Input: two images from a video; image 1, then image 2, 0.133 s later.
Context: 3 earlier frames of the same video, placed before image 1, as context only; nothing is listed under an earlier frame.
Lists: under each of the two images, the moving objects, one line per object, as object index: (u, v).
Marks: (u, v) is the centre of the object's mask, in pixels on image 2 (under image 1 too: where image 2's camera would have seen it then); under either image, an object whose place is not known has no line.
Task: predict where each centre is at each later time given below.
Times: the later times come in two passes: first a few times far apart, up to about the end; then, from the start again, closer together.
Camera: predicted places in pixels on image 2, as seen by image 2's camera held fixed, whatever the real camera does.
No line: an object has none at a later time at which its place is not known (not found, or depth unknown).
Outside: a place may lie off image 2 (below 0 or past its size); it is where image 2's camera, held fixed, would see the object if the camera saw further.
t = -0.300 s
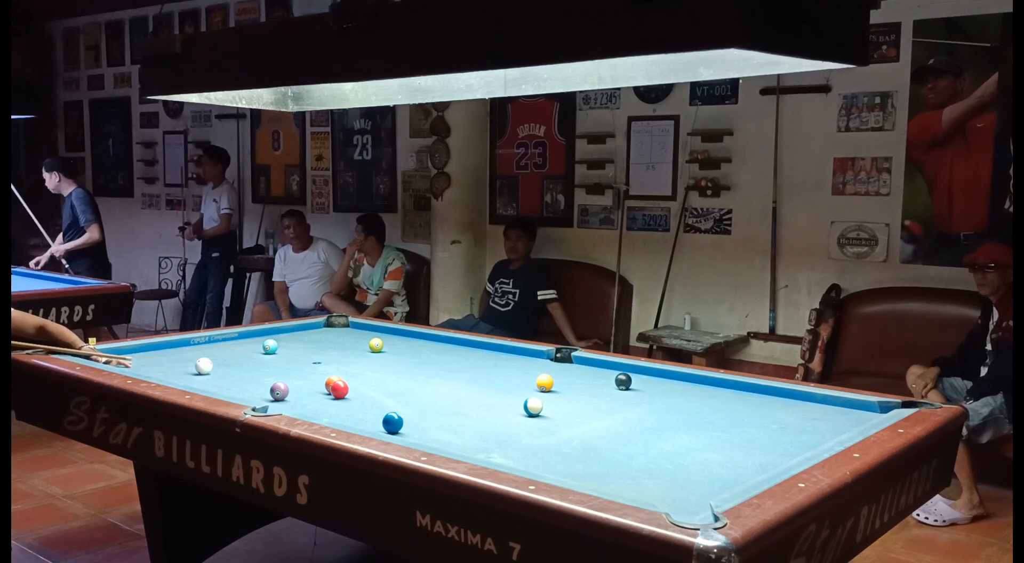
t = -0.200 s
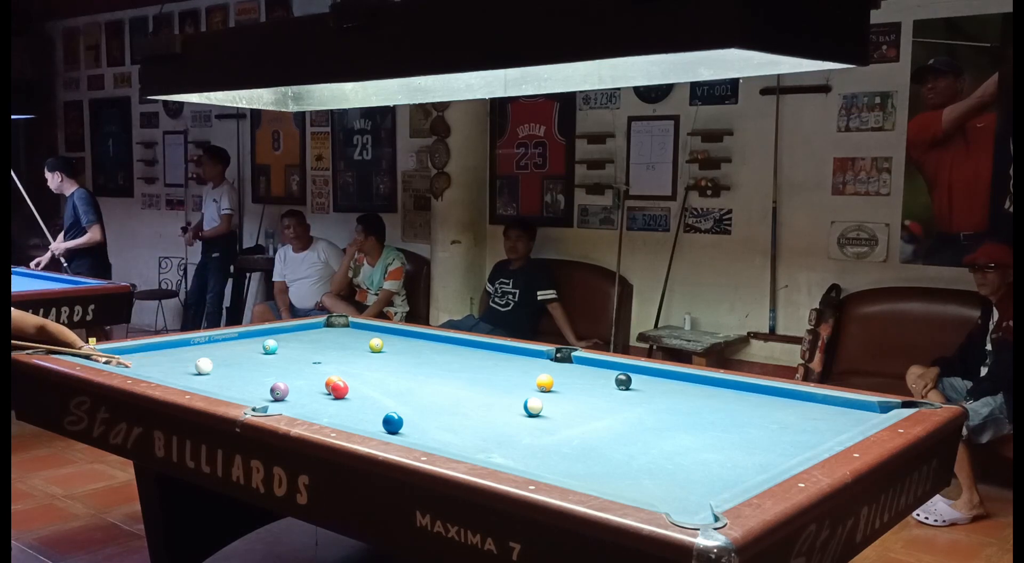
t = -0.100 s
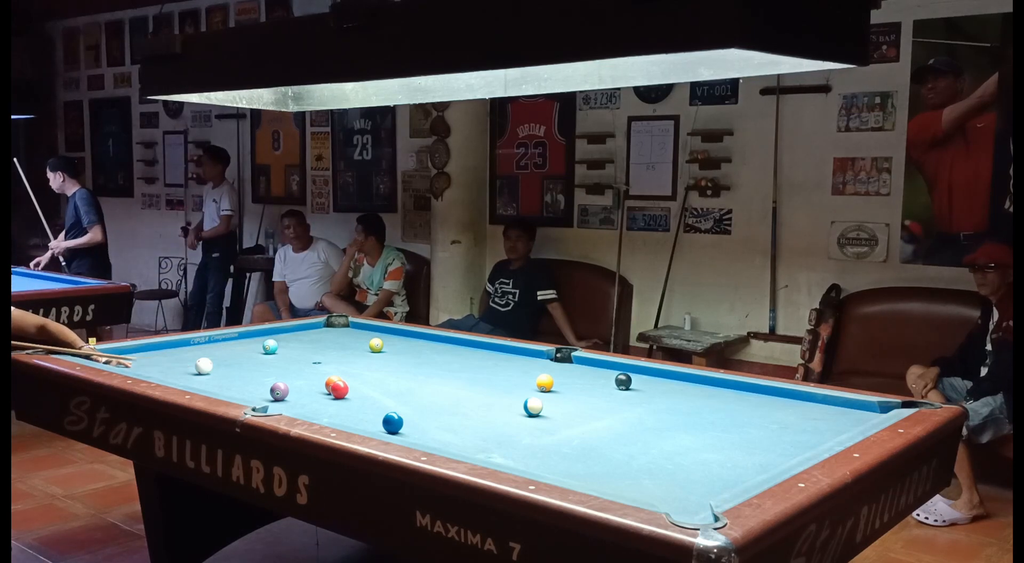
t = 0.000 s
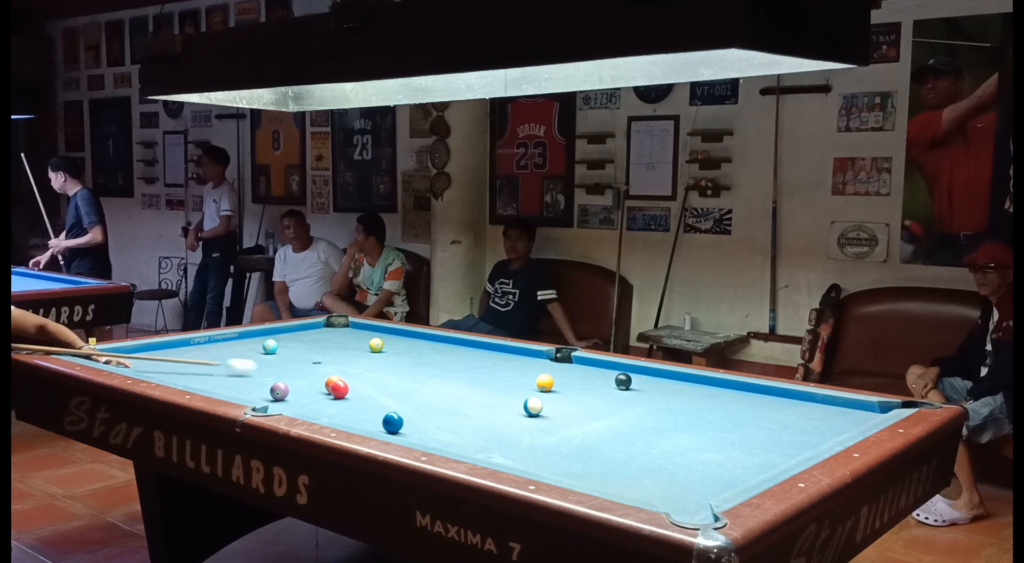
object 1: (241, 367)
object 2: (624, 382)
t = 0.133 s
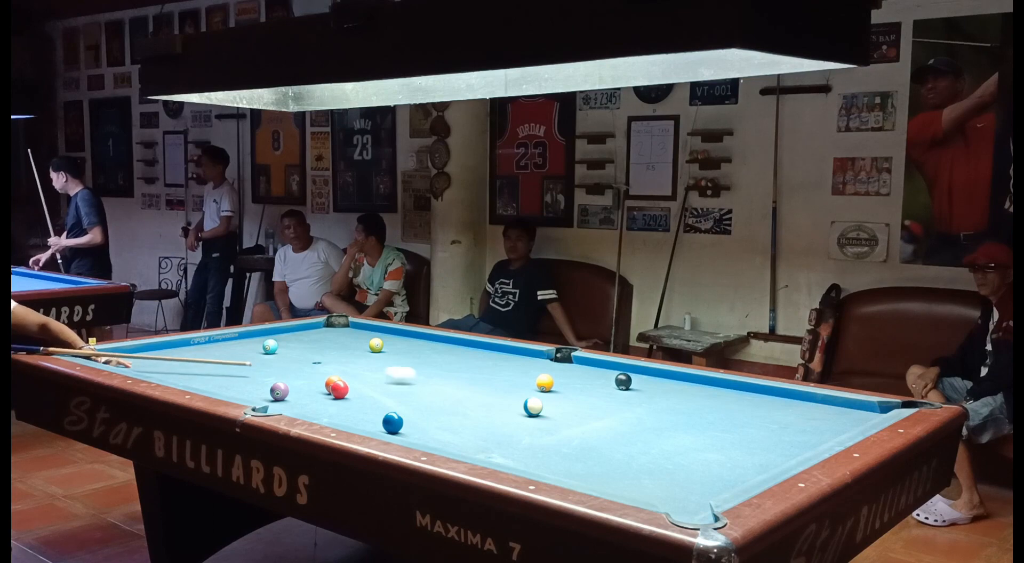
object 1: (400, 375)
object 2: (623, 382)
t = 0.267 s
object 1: (530, 381)
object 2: (624, 382)
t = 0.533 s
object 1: (588, 379)
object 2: (624, 382)
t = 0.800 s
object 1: (635, 374)
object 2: (664, 387)
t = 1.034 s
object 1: (654, 373)
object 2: (706, 392)
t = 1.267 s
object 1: (651, 378)
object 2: (748, 397)
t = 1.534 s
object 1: (648, 384)
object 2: (795, 403)
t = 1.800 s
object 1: (645, 389)
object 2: (841, 408)
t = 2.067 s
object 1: (642, 394)
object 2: (882, 410)
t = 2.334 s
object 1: (638, 398)
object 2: (868, 409)
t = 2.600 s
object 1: (635, 402)
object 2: (854, 405)
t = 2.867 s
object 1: (632, 406)
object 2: (842, 402)
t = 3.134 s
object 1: (629, 409)
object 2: (833, 401)
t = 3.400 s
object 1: (627, 411)
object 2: (828, 401)
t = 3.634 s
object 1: (625, 413)
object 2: (824, 401)
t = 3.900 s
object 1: (622, 414)
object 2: (822, 401)
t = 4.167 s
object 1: (620, 415)
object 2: (822, 400)
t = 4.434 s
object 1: (620, 416)
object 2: (822, 401)
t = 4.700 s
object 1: (619, 416)
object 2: (822, 400)
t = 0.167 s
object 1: (440, 377)
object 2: (623, 382)
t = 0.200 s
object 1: (480, 379)
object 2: (623, 382)
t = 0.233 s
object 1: (520, 380)
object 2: (624, 382)
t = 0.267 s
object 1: (530, 381)
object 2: (624, 382)
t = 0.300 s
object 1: (533, 381)
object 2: (625, 377)
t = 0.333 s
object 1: (537, 380)
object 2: (624, 382)
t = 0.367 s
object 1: (542, 380)
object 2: (624, 382)
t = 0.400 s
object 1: (549, 379)
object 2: (624, 382)
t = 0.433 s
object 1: (558, 379)
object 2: (624, 382)
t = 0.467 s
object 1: (567, 379)
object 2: (624, 382)
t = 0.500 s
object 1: (577, 379)
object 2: (624, 382)
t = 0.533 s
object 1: (588, 379)
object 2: (624, 382)
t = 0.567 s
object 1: (599, 379)
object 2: (624, 382)
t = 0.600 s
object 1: (608, 379)
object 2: (626, 382)
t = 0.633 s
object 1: (612, 378)
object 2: (633, 383)
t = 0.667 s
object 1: (616, 377)
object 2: (640, 384)
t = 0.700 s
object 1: (621, 377)
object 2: (646, 385)
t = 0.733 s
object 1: (626, 376)
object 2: (652, 385)
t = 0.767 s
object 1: (631, 375)
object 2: (658, 386)
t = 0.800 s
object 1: (635, 374)
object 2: (664, 387)
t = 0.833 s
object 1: (640, 374)
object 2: (670, 388)
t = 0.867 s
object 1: (645, 373)
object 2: (676, 388)
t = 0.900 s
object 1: (649, 373)
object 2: (682, 389)
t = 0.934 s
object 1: (654, 372)
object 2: (688, 390)
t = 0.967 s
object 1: (655, 372)
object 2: (694, 391)
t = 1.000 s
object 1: (654, 373)
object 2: (700, 391)
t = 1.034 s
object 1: (654, 373)
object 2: (706, 392)
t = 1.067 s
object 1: (654, 374)
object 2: (712, 392)
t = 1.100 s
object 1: (653, 375)
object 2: (718, 393)
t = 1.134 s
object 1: (653, 376)
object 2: (724, 394)
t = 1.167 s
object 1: (653, 376)
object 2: (730, 395)
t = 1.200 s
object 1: (652, 377)
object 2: (736, 396)
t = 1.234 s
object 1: (652, 378)
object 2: (742, 396)
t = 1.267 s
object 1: (651, 378)
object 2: (748, 397)
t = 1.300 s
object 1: (651, 379)
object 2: (754, 398)
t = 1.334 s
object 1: (651, 380)
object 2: (759, 398)
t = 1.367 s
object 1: (650, 380)
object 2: (765, 399)
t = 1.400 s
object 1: (650, 381)
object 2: (771, 400)
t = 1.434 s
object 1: (650, 382)
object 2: (777, 401)
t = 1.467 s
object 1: (649, 382)
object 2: (783, 401)
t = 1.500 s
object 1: (649, 383)
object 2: (789, 402)
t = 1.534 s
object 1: (648, 384)
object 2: (795, 403)
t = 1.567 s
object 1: (648, 384)
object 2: (800, 403)
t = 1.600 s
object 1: (647, 385)
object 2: (806, 404)
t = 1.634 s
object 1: (647, 385)
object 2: (812, 405)
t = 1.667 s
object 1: (647, 386)
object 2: (818, 406)
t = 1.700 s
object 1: (646, 387)
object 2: (823, 406)
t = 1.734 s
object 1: (646, 388)
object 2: (829, 407)
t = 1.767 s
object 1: (645, 388)
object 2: (836, 408)
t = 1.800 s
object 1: (645, 389)
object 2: (841, 408)
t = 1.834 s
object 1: (644, 390)
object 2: (847, 409)
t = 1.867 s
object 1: (644, 390)
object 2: (852, 410)
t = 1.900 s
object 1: (644, 391)
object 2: (858, 410)
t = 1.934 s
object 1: (643, 391)
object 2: (864, 411)
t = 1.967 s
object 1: (643, 392)
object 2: (869, 411)
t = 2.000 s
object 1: (642, 393)
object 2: (874, 411)
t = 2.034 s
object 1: (642, 393)
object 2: (879, 411)
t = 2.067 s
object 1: (642, 394)
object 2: (882, 410)
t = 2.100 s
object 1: (641, 394)
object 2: (880, 410)
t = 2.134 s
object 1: (641, 395)
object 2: (879, 410)
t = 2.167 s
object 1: (640, 396)
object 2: (877, 410)
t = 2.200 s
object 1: (640, 396)
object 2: (875, 410)
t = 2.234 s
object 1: (639, 397)
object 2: (873, 410)
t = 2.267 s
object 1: (639, 397)
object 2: (872, 410)
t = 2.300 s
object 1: (639, 398)
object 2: (870, 409)
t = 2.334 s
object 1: (638, 398)
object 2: (868, 409)
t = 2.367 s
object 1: (638, 398)
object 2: (866, 408)
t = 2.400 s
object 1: (637, 399)
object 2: (864, 408)
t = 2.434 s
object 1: (637, 400)
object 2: (862, 408)
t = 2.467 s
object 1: (637, 400)
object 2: (861, 407)
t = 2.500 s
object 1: (636, 401)
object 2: (859, 406)
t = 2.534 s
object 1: (636, 401)
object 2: (857, 406)
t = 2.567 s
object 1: (635, 402)
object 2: (856, 406)
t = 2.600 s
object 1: (635, 402)
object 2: (854, 405)
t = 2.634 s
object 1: (634, 403)
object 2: (852, 405)
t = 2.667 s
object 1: (634, 403)
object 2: (851, 404)
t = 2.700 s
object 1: (634, 404)
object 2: (850, 404)
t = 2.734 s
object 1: (633, 404)
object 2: (848, 403)
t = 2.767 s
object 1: (633, 405)
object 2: (847, 403)
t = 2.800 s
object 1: (633, 405)
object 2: (845, 403)
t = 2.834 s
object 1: (632, 406)
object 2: (844, 402)
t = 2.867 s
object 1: (632, 406)
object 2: (842, 402)
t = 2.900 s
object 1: (631, 406)
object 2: (841, 402)
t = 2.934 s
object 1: (631, 407)
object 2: (840, 402)
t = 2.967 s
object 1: (631, 407)
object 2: (839, 402)
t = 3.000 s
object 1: (631, 407)
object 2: (838, 401)
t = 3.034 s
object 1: (630, 408)
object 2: (836, 401)
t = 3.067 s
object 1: (630, 408)
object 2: (835, 401)
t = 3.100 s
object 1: (630, 408)
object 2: (835, 401)
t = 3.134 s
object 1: (629, 409)
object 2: (833, 401)
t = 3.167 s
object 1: (629, 409)
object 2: (832, 401)
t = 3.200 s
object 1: (629, 410)
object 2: (831, 401)
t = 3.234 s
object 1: (628, 410)
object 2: (831, 401)
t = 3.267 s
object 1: (628, 410)
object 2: (830, 401)
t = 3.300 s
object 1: (627, 411)
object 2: (829, 401)
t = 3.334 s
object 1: (627, 411)
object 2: (829, 401)
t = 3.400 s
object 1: (627, 411)
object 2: (828, 401)
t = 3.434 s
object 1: (626, 412)
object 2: (827, 401)
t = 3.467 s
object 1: (626, 412)
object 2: (827, 401)
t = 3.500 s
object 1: (626, 412)
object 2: (826, 401)
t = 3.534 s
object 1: (625, 412)
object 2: (826, 401)
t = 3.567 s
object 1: (625, 413)
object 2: (825, 401)
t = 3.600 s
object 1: (625, 413)
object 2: (825, 401)
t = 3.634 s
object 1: (625, 413)
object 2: (824, 401)
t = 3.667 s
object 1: (624, 413)
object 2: (824, 401)
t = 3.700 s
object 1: (624, 413)
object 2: (824, 401)
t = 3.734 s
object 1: (624, 413)
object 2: (823, 401)
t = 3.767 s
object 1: (624, 414)
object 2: (823, 401)
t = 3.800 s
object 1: (623, 414)
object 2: (823, 401)
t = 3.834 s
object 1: (623, 414)
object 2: (823, 401)
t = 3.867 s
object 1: (622, 414)
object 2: (822, 401)
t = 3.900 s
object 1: (622, 414)
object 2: (822, 401)
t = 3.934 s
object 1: (622, 415)
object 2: (823, 401)
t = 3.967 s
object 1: (622, 415)
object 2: (822, 401)
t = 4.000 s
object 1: (621, 415)
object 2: (823, 401)
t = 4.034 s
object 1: (621, 415)
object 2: (822, 401)
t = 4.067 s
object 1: (621, 415)
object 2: (822, 401)
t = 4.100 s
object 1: (621, 415)
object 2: (822, 400)
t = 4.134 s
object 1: (621, 415)
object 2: (822, 401)
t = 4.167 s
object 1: (620, 415)
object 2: (822, 400)
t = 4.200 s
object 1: (620, 415)
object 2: (822, 401)
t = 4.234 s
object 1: (620, 415)
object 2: (822, 401)
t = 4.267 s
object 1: (620, 415)
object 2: (822, 401)
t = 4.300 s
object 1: (620, 416)
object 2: (822, 401)
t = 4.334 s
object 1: (620, 416)
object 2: (822, 401)
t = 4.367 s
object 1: (620, 416)
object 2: (822, 401)
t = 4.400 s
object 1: (620, 416)
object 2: (822, 400)
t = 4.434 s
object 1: (620, 416)
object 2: (822, 401)
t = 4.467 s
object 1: (619, 416)
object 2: (822, 400)
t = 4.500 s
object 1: (620, 416)
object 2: (822, 400)
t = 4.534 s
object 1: (619, 416)
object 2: (822, 400)
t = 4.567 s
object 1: (620, 416)
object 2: (822, 400)
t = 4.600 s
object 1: (619, 416)
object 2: (822, 400)
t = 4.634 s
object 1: (619, 416)
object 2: (822, 400)
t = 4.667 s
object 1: (619, 416)
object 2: (822, 400)
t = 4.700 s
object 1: (619, 416)
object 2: (822, 400)
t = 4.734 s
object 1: (619, 416)
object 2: (822, 400)
